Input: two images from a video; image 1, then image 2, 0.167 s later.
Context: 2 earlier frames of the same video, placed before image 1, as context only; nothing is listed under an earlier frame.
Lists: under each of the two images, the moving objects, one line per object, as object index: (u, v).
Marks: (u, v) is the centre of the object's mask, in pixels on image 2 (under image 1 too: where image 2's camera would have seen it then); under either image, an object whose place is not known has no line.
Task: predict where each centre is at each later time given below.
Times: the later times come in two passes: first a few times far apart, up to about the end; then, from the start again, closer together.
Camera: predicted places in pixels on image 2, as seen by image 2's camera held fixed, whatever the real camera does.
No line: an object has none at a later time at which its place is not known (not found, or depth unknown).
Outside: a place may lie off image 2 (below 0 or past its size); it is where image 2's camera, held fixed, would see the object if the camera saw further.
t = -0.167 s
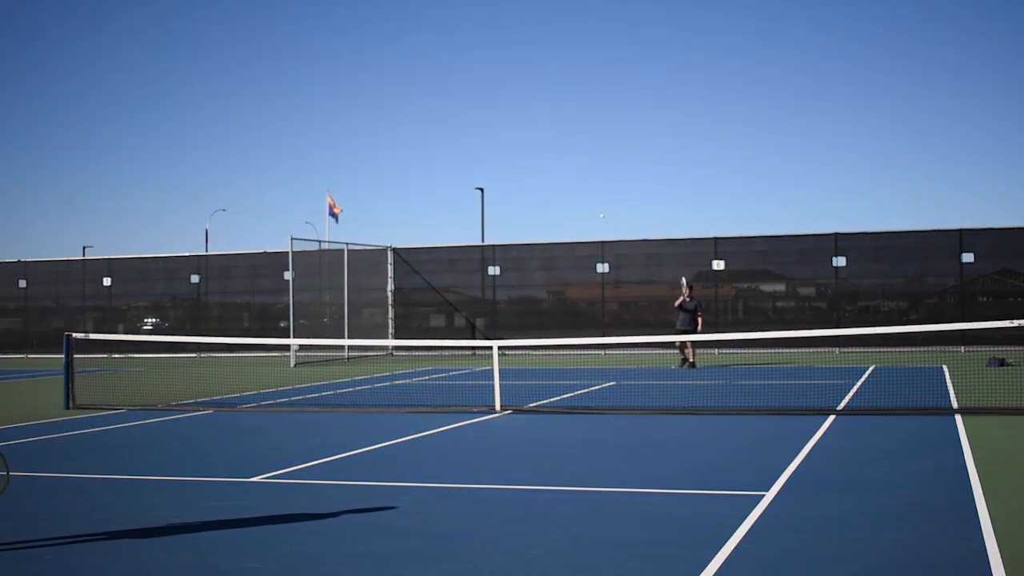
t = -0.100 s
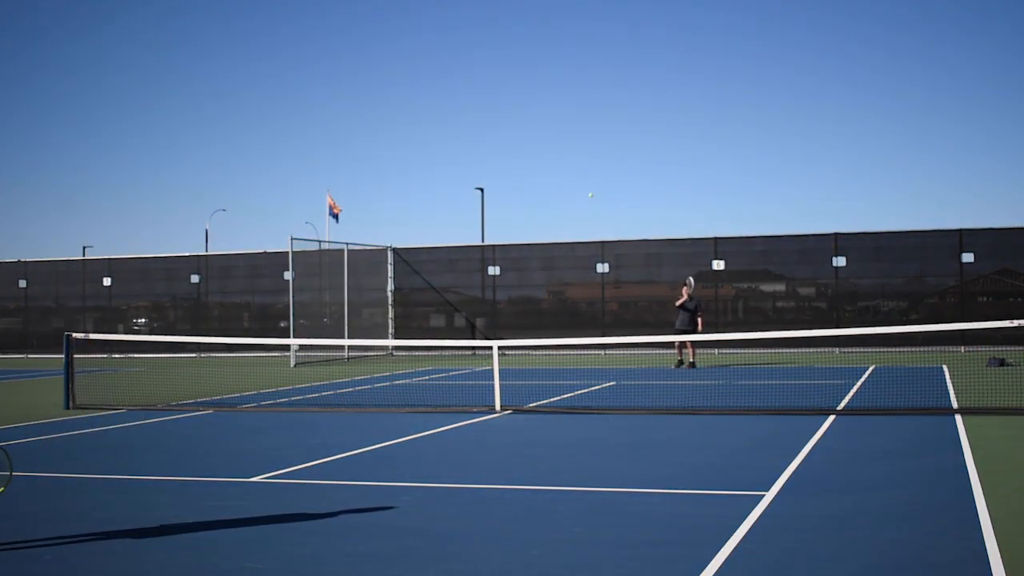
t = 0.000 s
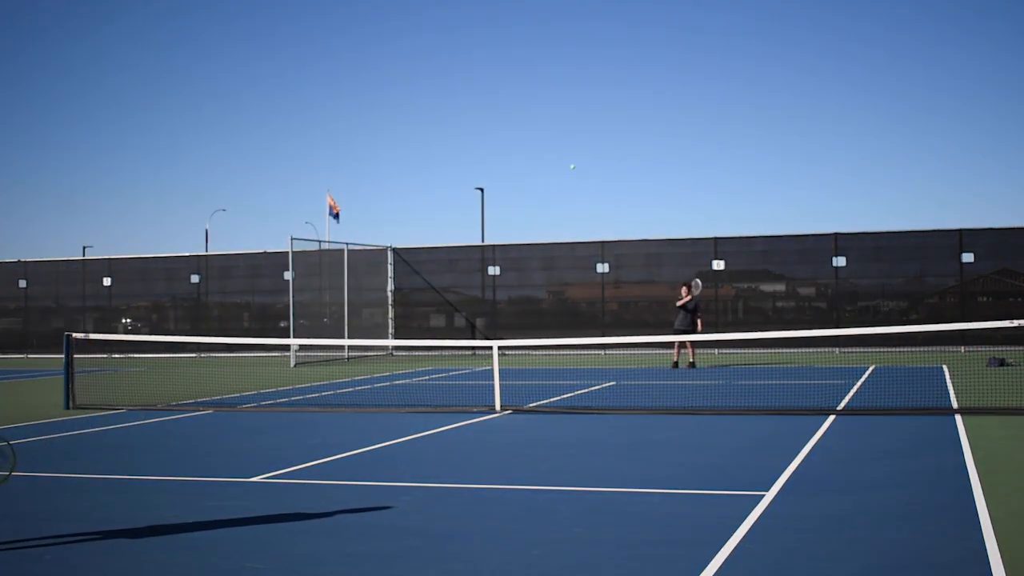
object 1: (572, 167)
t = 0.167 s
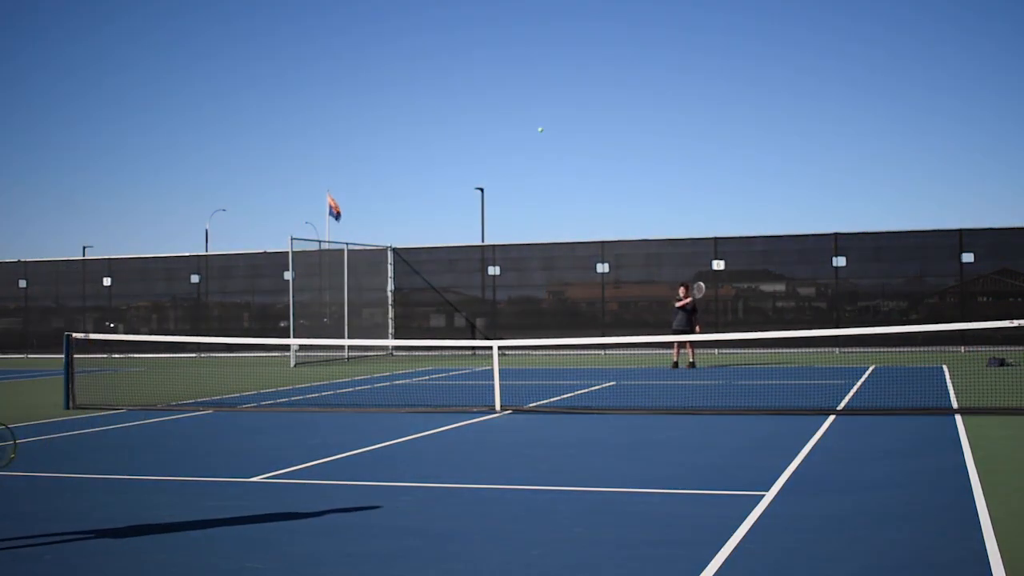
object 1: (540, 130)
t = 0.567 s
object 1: (449, 104)
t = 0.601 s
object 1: (440, 108)
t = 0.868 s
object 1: (360, 174)
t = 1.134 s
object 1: (260, 341)
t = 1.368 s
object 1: (163, 398)
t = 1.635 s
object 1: (51, 256)
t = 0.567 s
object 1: (449, 104)
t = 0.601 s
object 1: (440, 108)
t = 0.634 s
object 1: (431, 112)
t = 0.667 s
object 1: (421, 117)
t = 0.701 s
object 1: (412, 123)
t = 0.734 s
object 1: (402, 131)
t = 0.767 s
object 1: (392, 140)
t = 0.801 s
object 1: (382, 150)
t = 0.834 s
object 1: (371, 161)
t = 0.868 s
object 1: (360, 174)
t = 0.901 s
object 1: (349, 189)
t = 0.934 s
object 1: (338, 206)
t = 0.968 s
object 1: (326, 222)
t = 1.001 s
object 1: (313, 242)
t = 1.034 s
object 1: (300, 263)
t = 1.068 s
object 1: (287, 287)
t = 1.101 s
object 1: (274, 313)
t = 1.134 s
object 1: (260, 341)
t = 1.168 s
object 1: (245, 372)
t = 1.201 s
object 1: (231, 405)
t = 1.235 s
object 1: (215, 442)
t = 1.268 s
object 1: (200, 466)
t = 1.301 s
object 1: (188, 442)
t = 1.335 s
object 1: (176, 420)
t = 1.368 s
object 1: (163, 398)
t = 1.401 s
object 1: (151, 377)
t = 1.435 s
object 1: (137, 356)
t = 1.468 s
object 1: (124, 337)
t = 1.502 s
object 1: (110, 319)
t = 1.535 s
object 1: (96, 301)
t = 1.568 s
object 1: (81, 285)
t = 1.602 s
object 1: (66, 270)
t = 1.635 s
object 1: (51, 256)
